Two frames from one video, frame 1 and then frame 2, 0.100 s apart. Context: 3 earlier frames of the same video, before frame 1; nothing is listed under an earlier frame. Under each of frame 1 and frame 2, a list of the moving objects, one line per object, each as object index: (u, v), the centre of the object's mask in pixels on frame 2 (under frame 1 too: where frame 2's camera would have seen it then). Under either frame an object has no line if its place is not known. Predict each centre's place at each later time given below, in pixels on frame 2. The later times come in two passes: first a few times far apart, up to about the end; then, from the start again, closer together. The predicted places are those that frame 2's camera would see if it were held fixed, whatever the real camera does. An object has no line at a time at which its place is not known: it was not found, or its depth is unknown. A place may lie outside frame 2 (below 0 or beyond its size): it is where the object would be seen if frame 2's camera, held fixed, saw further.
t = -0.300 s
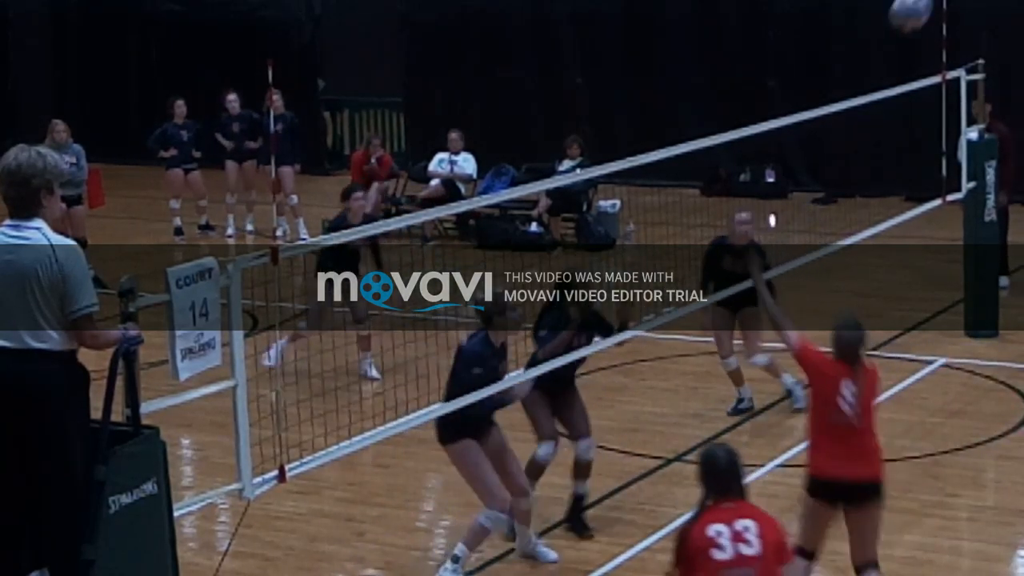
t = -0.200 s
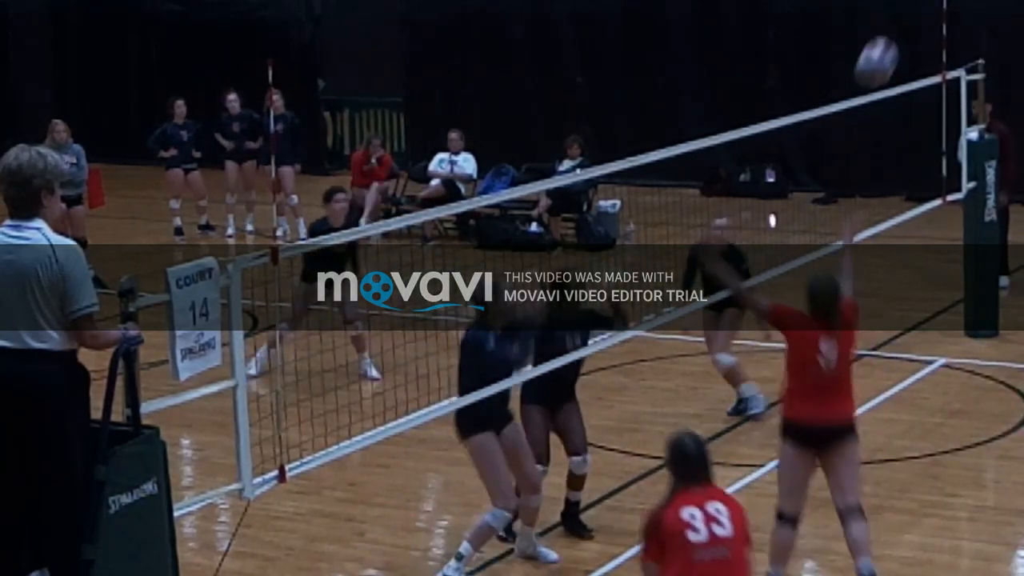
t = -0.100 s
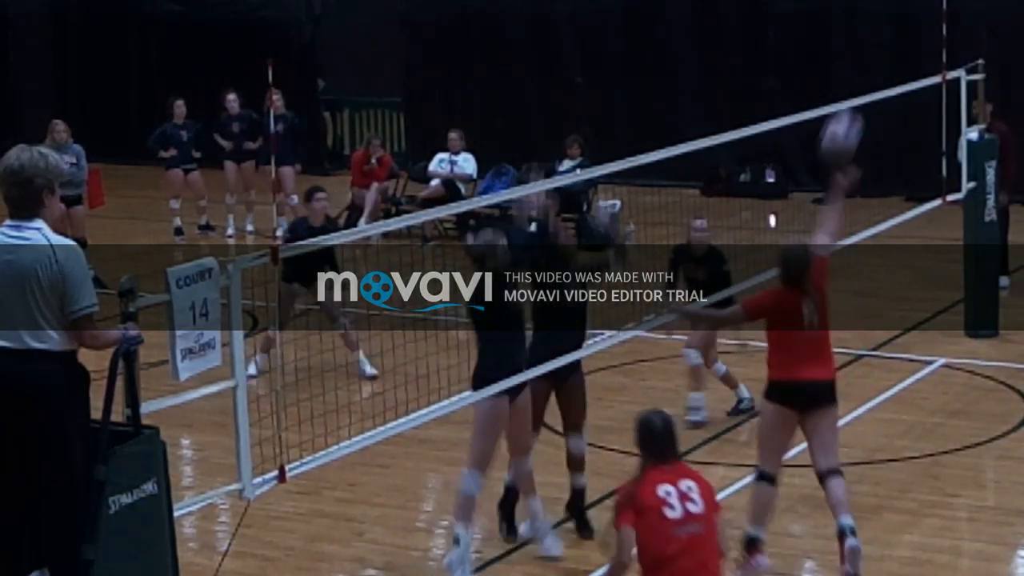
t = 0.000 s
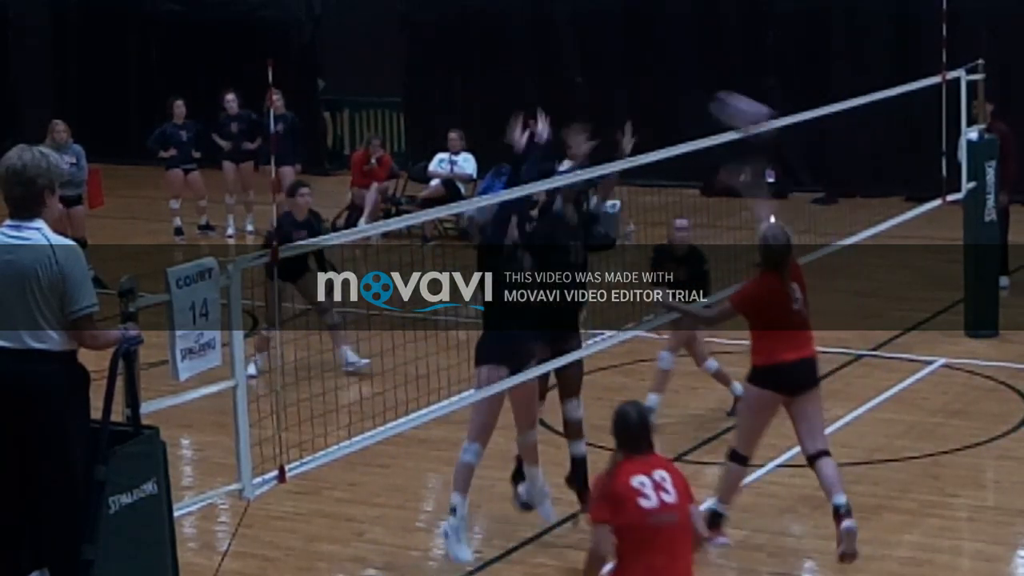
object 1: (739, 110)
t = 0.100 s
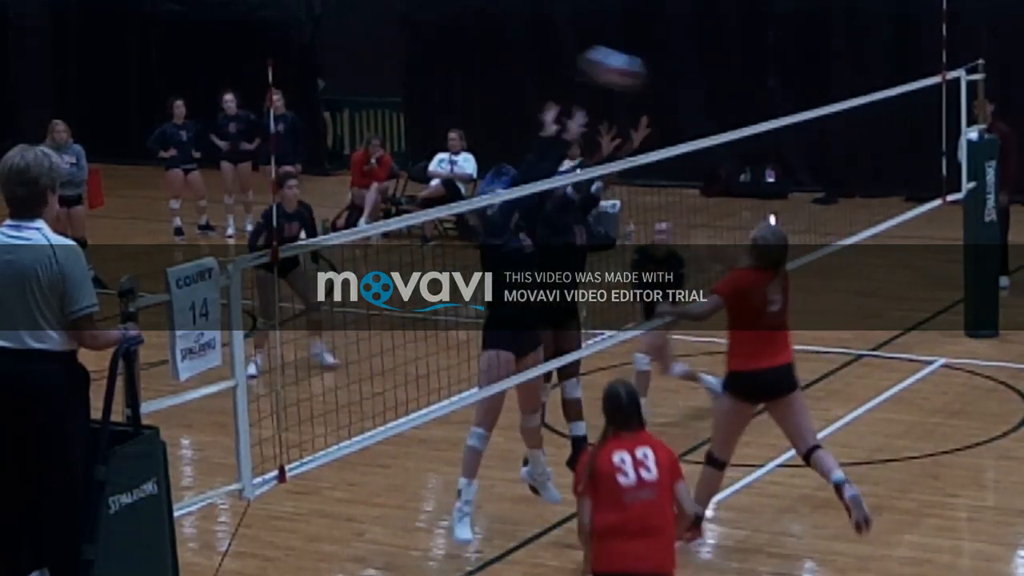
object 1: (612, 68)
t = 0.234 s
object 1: (449, 35)
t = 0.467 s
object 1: (191, 48)
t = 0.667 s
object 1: (10, 119)
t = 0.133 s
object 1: (570, 57)
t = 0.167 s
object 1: (529, 48)
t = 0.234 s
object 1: (449, 35)
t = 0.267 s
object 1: (409, 32)
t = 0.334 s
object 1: (333, 31)
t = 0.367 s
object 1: (296, 32)
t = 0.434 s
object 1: (225, 41)
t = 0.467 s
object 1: (191, 48)
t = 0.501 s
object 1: (156, 57)
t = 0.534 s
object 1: (124, 67)
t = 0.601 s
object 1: (58, 93)
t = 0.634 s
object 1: (28, 108)
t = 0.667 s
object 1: (10, 119)
